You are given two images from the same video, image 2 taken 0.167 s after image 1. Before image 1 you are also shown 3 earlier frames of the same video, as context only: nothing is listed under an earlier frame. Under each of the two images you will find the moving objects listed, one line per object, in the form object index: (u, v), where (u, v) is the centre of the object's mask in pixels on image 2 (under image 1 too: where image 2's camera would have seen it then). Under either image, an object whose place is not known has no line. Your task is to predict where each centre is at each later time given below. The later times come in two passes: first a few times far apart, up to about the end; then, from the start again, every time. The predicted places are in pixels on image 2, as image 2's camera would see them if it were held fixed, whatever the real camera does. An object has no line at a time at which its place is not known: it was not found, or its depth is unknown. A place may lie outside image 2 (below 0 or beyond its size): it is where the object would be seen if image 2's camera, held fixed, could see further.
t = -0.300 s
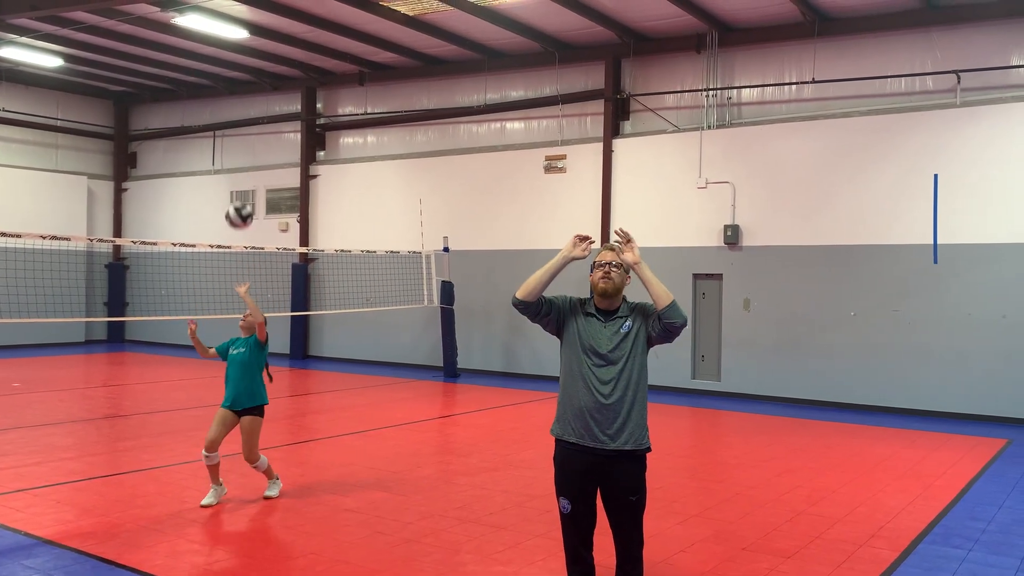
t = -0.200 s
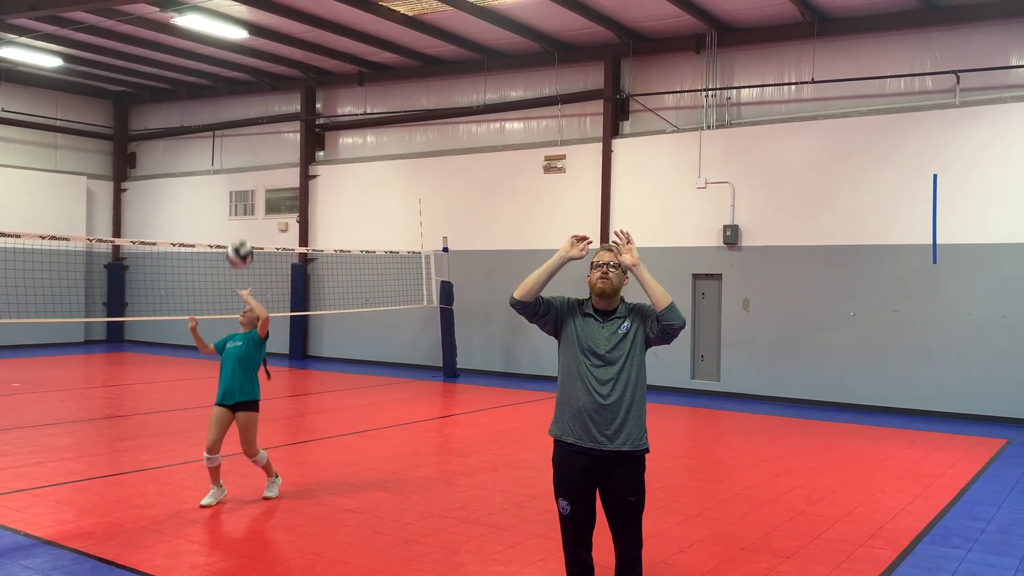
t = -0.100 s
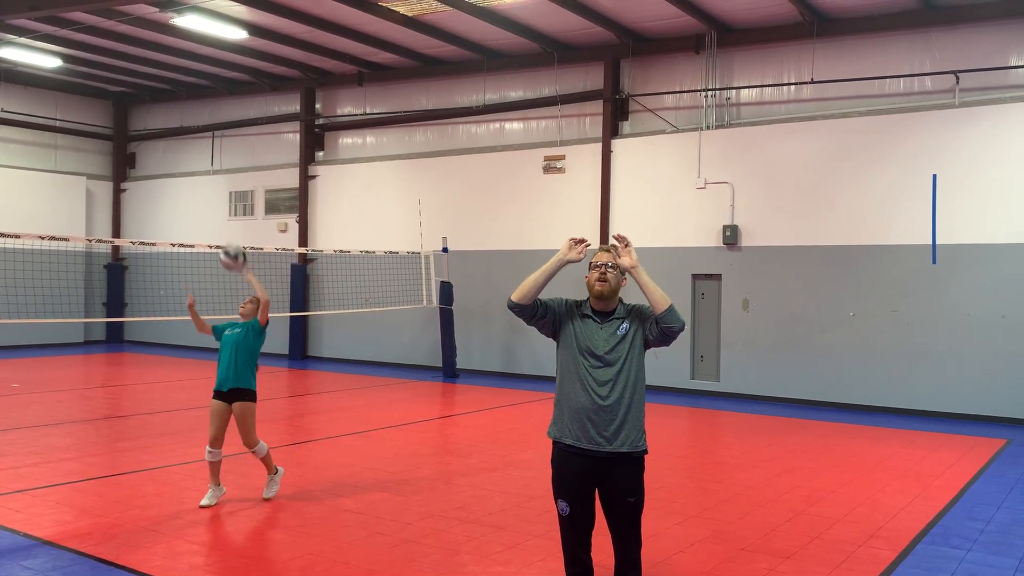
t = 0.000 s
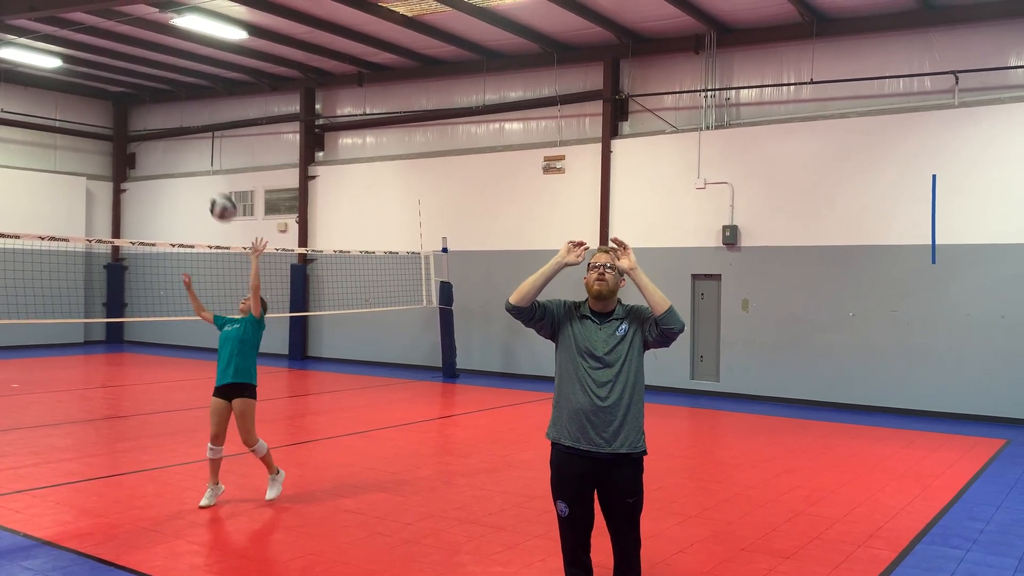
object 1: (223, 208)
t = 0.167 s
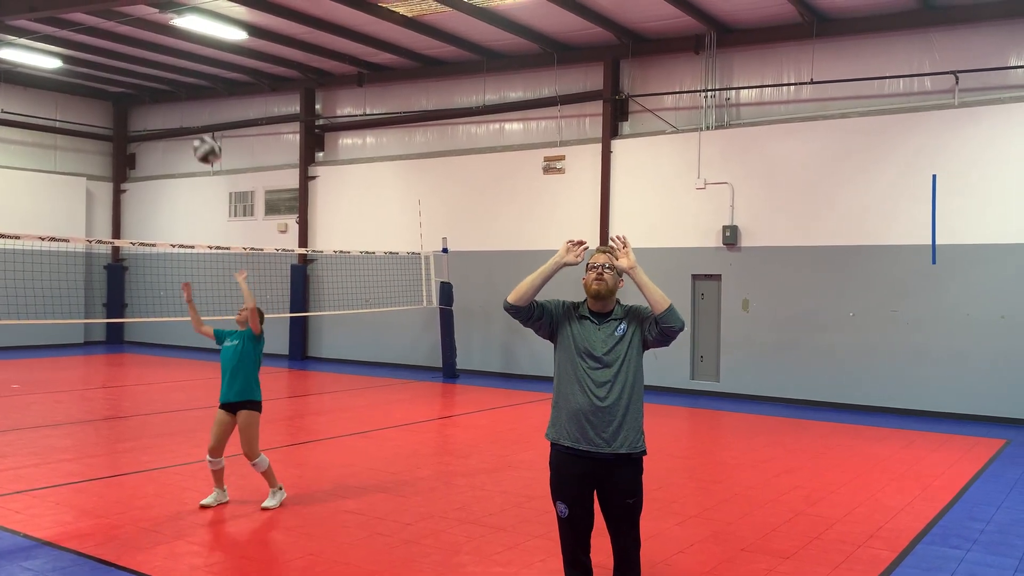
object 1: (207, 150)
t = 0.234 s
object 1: (200, 137)
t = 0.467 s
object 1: (177, 134)
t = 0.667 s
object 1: (156, 188)
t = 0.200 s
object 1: (203, 142)
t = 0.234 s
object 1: (200, 137)
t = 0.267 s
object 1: (197, 132)
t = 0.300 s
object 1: (194, 129)
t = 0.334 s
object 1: (190, 127)
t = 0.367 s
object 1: (186, 126)
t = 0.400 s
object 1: (184, 127)
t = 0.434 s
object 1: (181, 130)
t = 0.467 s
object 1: (177, 134)
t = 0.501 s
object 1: (174, 139)
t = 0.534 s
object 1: (170, 146)
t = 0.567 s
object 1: (166, 154)
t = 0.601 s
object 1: (163, 164)
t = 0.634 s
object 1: (160, 175)
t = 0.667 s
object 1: (156, 188)
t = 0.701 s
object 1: (153, 202)
